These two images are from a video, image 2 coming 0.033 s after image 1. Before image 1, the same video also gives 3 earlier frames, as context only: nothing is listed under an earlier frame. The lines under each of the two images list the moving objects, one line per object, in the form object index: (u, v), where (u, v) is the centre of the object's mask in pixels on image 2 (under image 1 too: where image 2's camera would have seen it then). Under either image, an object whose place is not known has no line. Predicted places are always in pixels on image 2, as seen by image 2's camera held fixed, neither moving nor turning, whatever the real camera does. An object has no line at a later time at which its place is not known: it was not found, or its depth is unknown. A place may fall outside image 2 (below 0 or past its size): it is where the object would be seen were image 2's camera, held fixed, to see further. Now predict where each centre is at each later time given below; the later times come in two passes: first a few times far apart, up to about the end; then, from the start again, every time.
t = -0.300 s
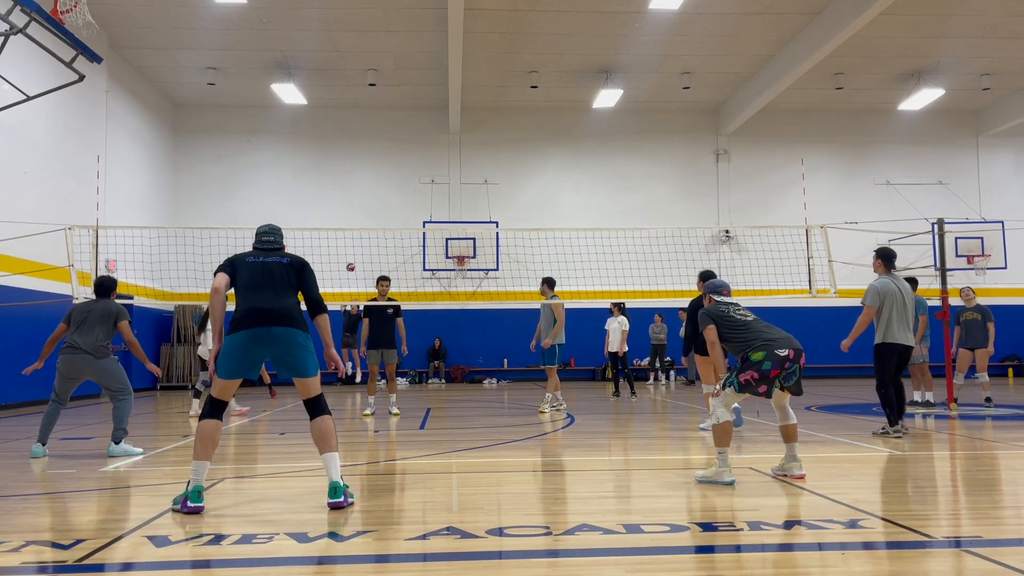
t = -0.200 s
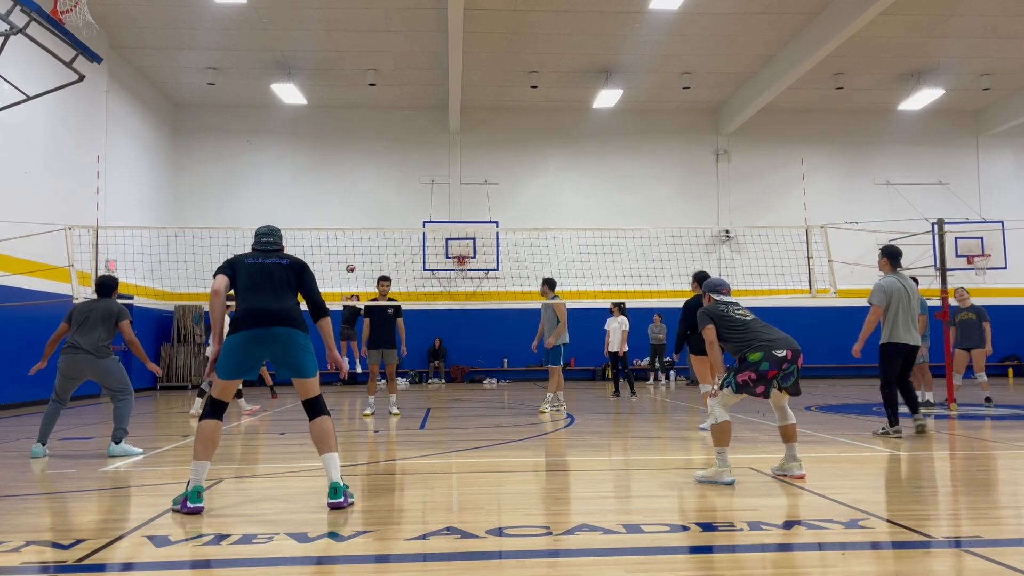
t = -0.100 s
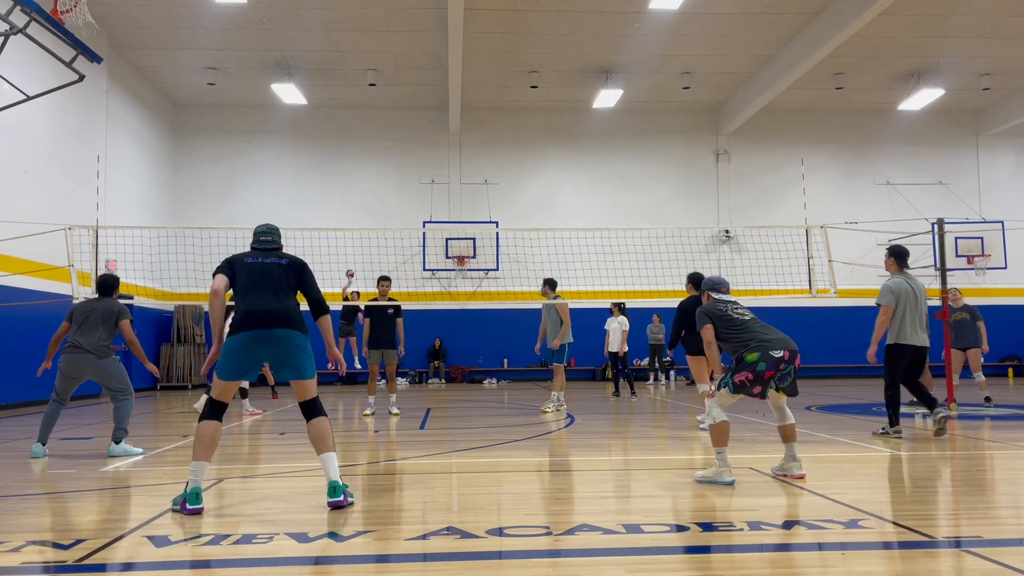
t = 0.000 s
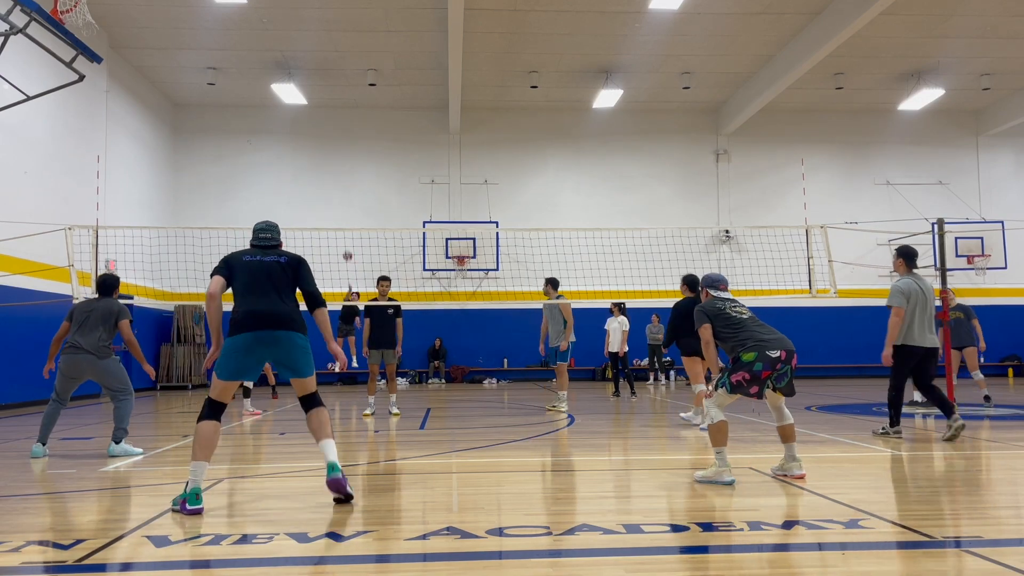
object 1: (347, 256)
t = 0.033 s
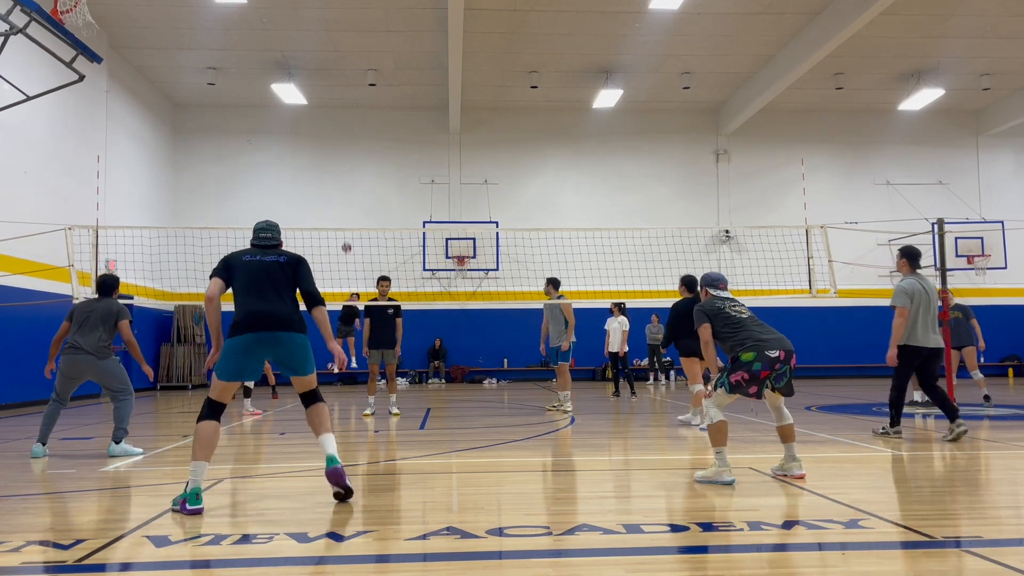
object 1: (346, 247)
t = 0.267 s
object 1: (335, 190)
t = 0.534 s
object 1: (315, 142)
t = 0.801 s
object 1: (299, 138)
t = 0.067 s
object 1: (345, 239)
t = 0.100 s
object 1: (344, 231)
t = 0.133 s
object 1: (342, 222)
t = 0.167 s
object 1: (341, 214)
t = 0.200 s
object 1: (339, 206)
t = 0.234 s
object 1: (337, 197)
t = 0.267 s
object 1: (335, 190)
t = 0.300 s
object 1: (332, 183)
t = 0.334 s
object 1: (330, 175)
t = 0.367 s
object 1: (327, 169)
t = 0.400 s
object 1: (324, 162)
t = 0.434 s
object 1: (322, 156)
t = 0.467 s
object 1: (319, 151)
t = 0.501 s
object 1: (316, 146)
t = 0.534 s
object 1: (315, 142)
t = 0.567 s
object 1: (313, 138)
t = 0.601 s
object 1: (311, 135)
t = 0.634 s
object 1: (309, 133)
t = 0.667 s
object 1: (307, 132)
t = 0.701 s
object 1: (305, 132)
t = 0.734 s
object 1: (304, 133)
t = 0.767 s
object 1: (301, 135)
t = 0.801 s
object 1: (299, 138)
